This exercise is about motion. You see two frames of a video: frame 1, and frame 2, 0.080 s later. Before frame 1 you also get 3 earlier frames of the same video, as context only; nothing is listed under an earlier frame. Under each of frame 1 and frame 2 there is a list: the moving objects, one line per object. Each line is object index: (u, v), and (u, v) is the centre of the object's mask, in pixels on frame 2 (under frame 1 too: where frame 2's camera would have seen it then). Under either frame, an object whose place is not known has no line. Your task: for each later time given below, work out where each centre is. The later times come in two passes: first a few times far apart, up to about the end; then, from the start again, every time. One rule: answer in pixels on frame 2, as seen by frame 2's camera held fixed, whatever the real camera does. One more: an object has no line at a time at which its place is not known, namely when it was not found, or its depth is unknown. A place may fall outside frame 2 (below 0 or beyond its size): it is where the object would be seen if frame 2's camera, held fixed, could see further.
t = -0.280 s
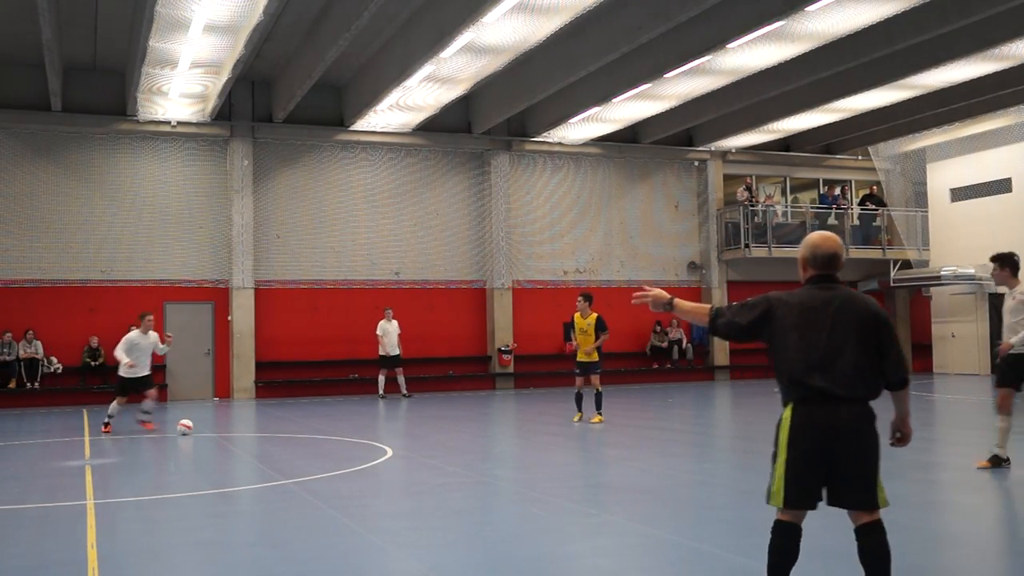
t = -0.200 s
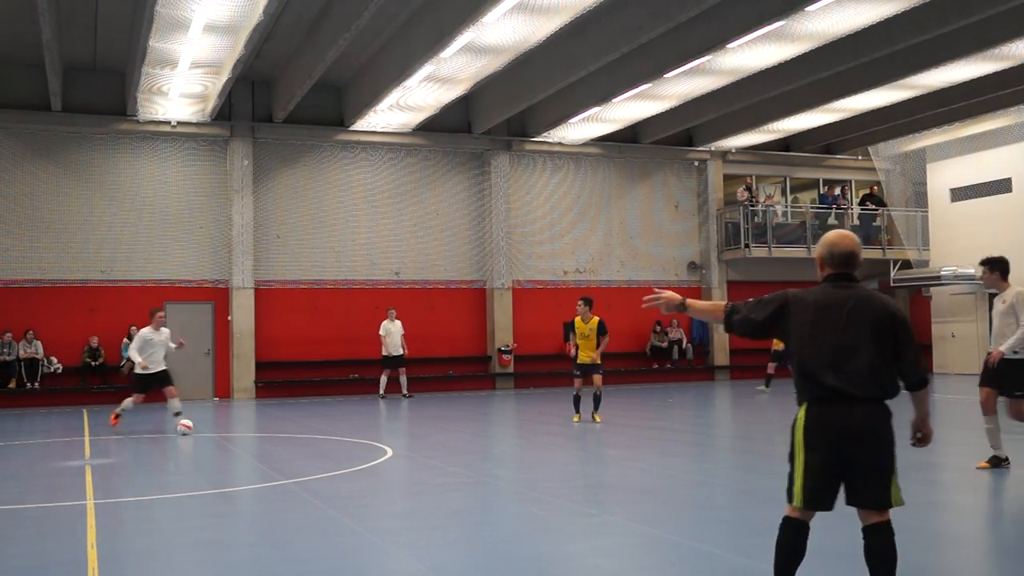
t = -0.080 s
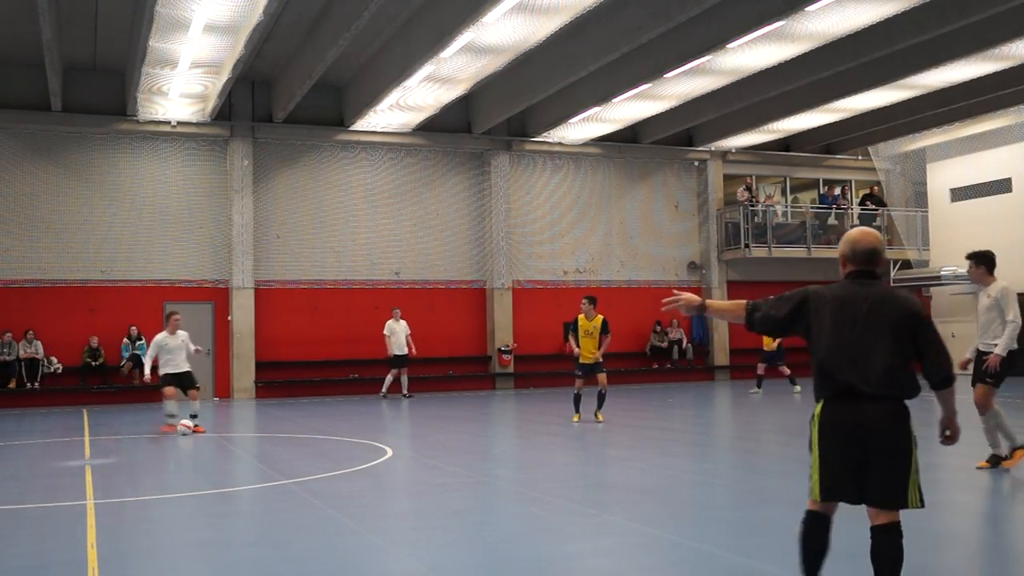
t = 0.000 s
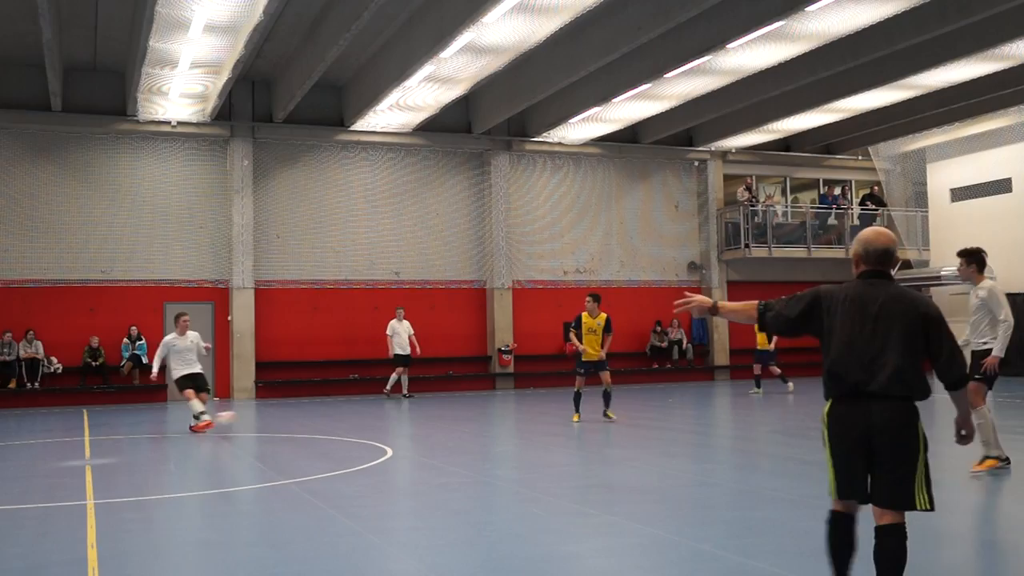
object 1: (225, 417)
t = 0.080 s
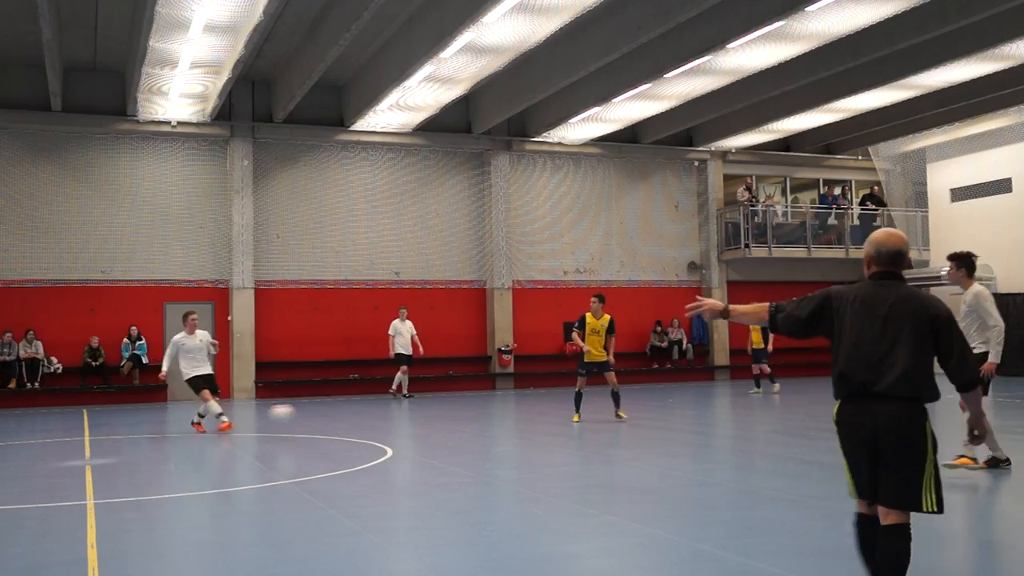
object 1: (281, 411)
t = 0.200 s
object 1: (379, 411)
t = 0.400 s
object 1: (580, 439)
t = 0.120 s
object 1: (312, 410)
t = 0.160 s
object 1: (345, 410)
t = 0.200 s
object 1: (379, 411)
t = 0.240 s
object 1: (415, 413)
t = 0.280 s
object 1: (453, 416)
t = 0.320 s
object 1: (493, 422)
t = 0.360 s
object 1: (536, 430)
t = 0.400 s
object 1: (580, 439)
